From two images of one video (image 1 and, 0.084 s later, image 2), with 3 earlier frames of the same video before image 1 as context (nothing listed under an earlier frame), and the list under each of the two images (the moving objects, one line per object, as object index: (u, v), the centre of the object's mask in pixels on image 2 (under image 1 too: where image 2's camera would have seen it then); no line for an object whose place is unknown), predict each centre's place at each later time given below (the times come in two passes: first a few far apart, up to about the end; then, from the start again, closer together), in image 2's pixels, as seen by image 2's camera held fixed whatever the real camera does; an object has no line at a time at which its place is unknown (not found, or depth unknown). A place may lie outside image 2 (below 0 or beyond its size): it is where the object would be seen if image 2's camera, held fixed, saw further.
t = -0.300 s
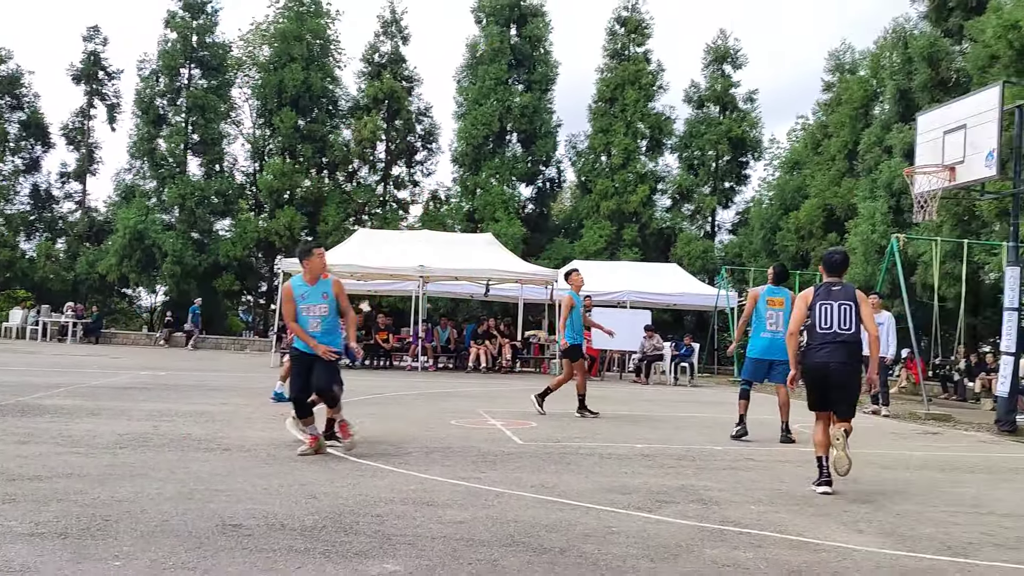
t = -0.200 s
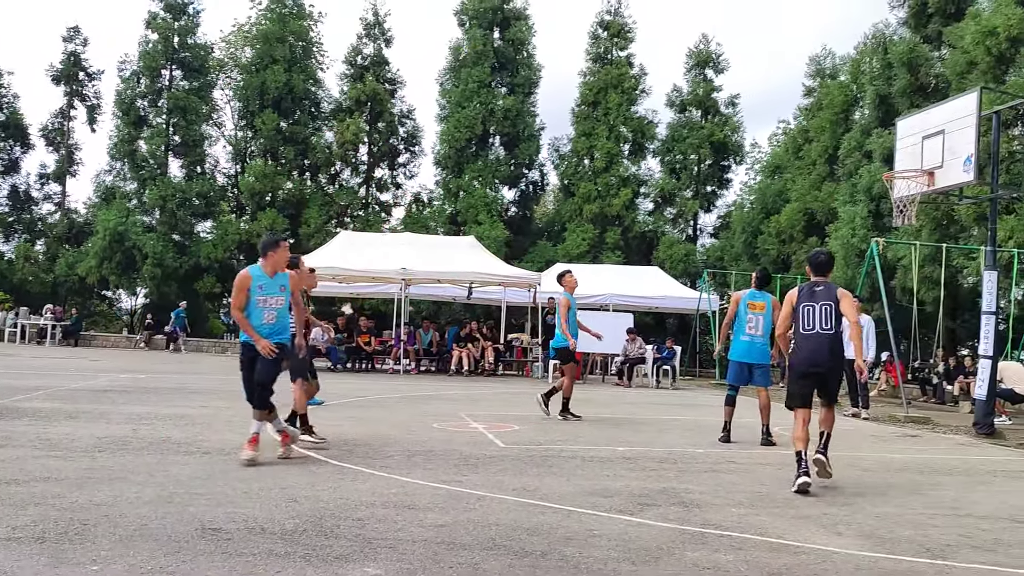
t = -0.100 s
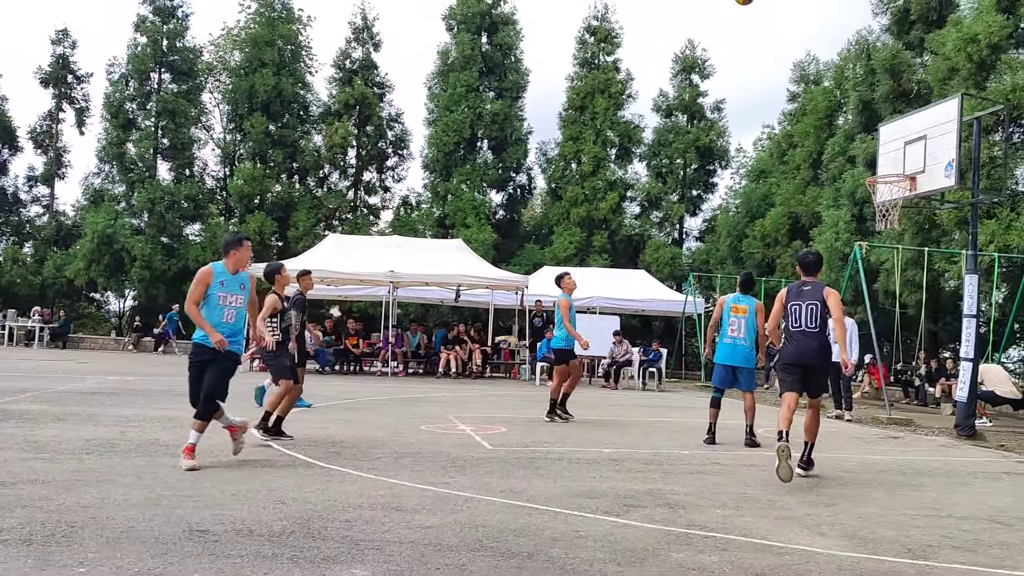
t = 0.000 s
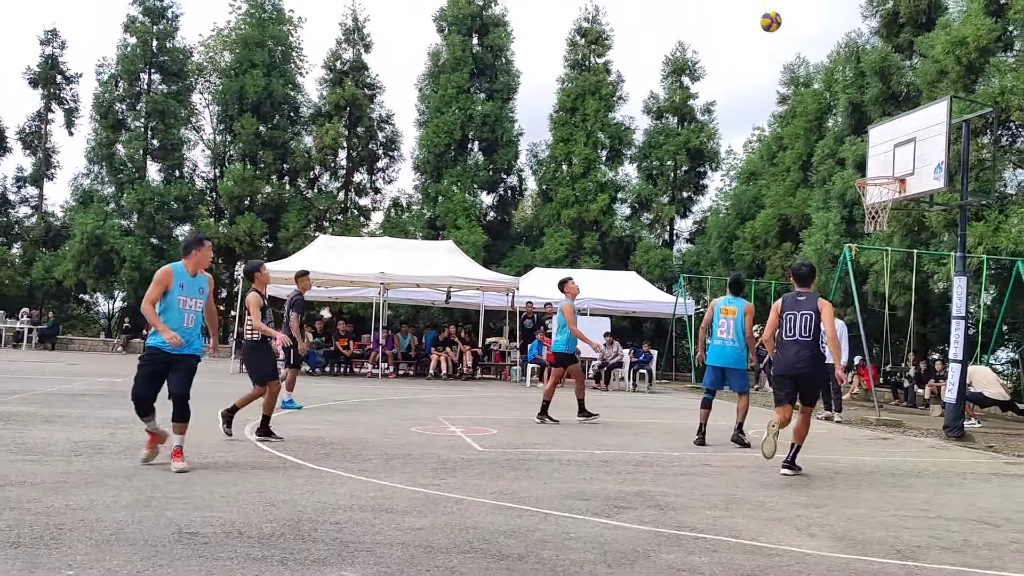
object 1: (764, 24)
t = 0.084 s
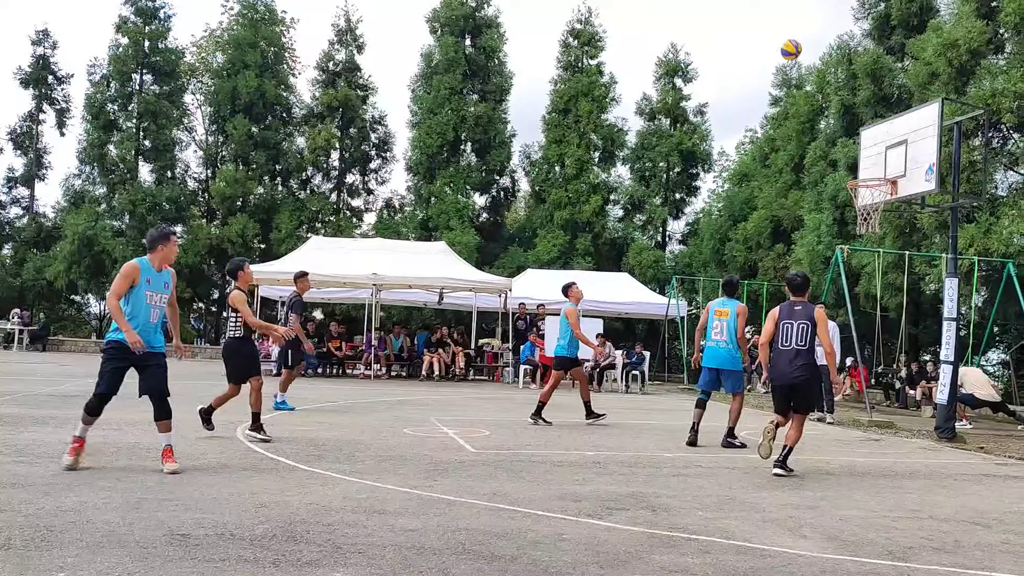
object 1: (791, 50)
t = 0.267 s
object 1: (845, 125)
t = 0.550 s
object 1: (863, 105)
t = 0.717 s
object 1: (851, 58)
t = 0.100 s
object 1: (796, 56)
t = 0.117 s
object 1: (801, 62)
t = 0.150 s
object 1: (810, 74)
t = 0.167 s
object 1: (816, 81)
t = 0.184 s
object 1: (821, 88)
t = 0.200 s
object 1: (825, 95)
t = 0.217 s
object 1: (830, 103)
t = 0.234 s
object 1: (836, 110)
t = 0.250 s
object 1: (840, 117)
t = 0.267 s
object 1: (845, 125)
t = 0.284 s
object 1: (849, 131)
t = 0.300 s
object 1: (854, 140)
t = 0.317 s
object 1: (858, 149)
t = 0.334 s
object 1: (863, 158)
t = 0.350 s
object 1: (868, 166)
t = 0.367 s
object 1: (872, 174)
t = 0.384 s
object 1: (873, 173)
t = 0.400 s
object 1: (872, 166)
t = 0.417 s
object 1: (871, 158)
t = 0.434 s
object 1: (871, 151)
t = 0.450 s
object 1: (870, 144)
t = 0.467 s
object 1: (869, 137)
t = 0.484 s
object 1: (868, 129)
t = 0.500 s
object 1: (866, 121)
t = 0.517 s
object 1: (866, 116)
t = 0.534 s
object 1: (864, 111)
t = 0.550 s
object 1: (863, 105)
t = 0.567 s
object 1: (862, 99)
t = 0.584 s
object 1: (861, 93)
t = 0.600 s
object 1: (860, 88)
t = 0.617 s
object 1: (859, 82)
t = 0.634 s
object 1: (859, 77)
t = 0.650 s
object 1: (857, 73)
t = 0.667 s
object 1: (856, 69)
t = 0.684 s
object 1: (855, 65)
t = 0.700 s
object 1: (853, 61)
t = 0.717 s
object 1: (851, 58)
